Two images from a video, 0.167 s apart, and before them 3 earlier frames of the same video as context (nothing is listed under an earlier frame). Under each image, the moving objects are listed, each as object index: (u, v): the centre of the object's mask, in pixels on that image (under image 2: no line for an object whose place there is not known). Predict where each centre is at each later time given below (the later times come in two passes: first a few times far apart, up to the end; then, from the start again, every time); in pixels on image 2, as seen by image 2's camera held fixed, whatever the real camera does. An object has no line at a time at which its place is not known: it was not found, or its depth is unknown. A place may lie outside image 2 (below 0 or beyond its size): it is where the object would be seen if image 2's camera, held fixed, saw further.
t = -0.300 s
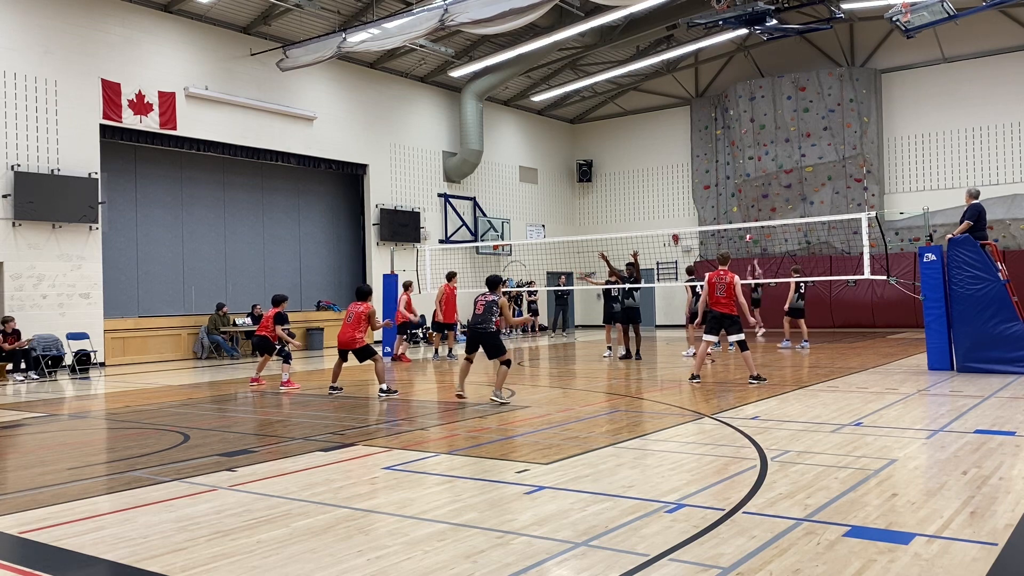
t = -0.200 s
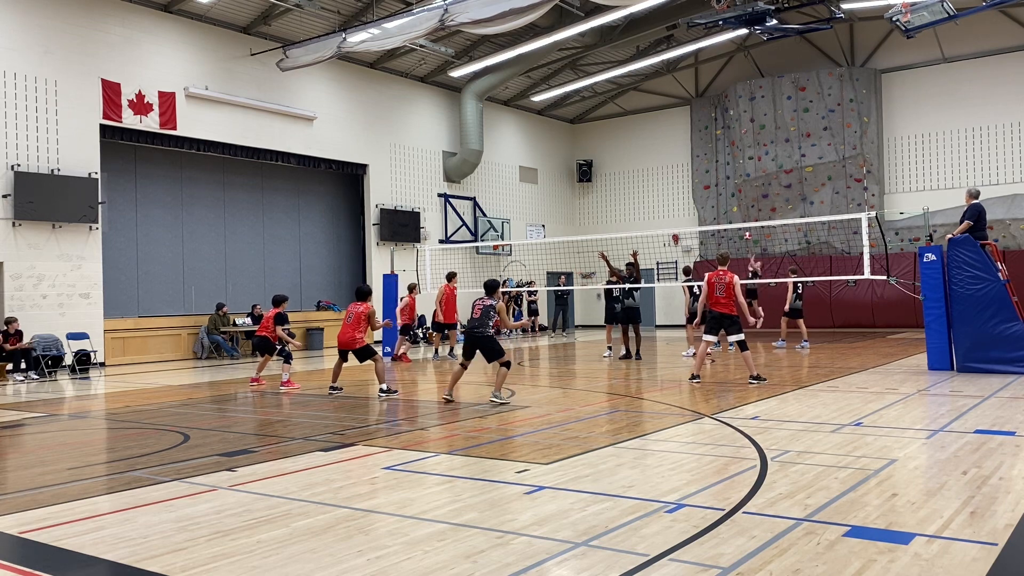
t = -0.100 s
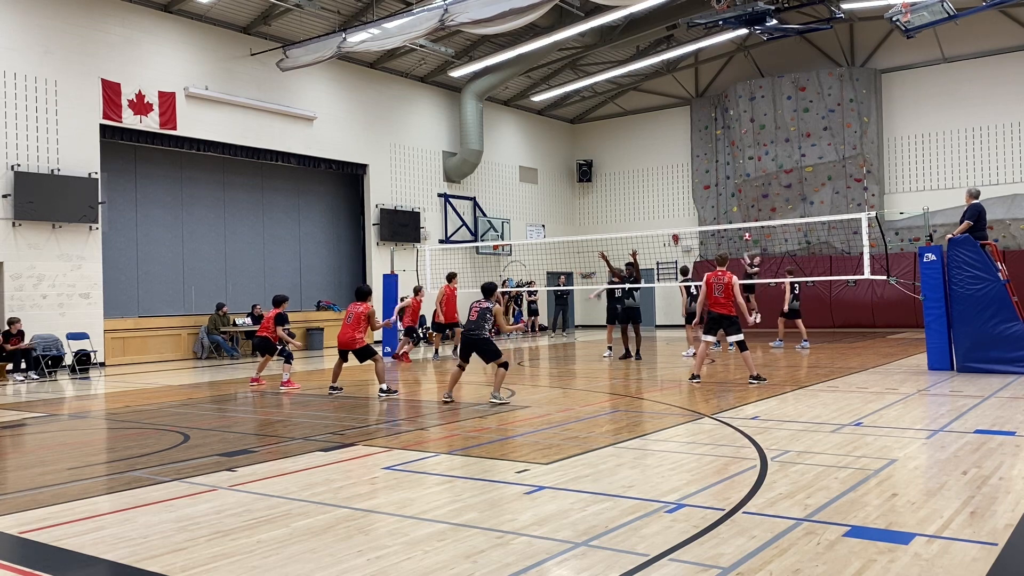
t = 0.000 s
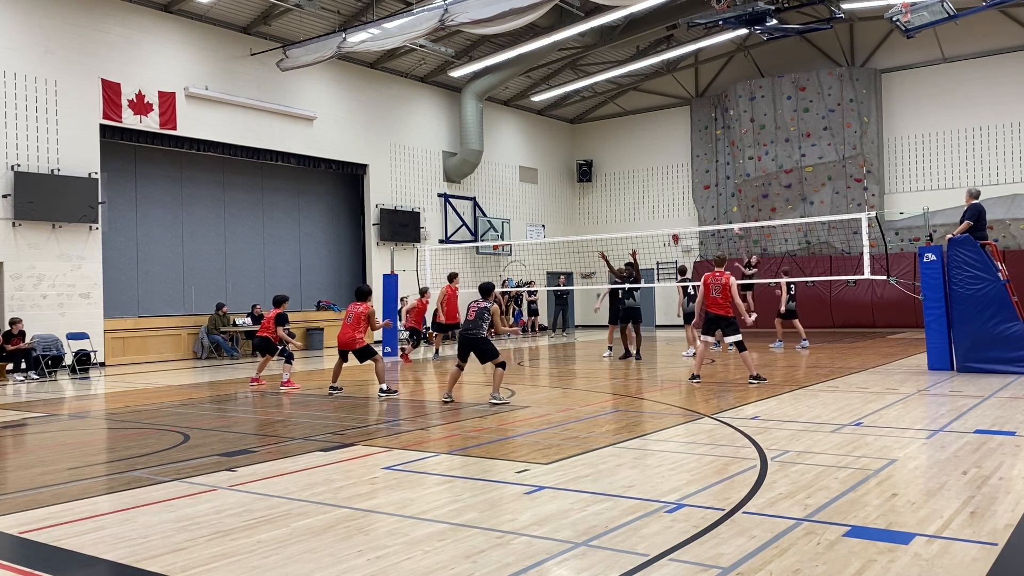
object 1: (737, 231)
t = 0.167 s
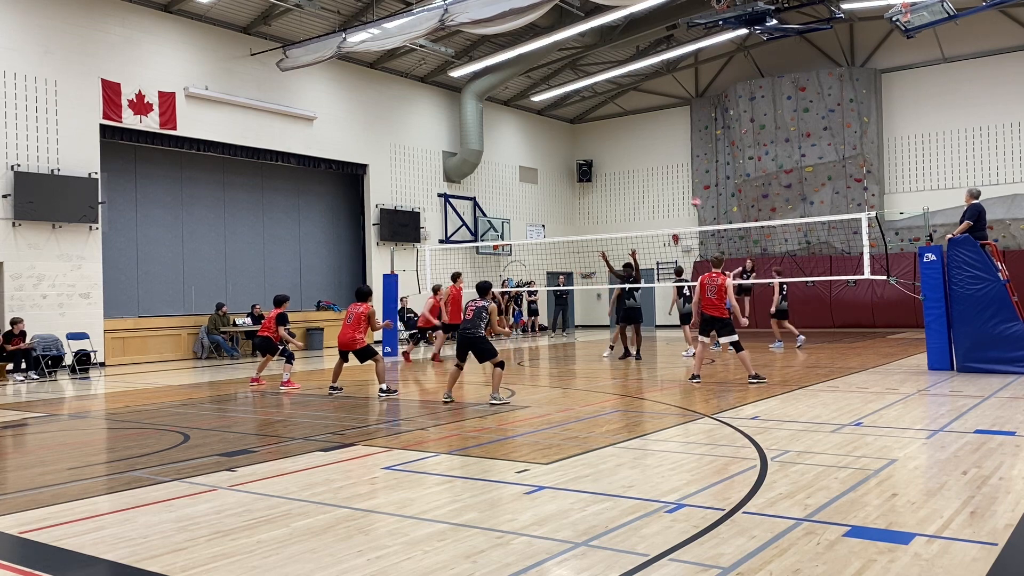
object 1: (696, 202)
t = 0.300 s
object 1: (658, 182)
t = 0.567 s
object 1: (564, 159)
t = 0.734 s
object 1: (485, 162)
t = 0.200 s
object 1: (686, 197)
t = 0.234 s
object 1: (678, 192)
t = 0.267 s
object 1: (668, 187)
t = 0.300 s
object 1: (658, 182)
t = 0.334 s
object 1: (648, 177)
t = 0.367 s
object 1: (637, 173)
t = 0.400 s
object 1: (626, 169)
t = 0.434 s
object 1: (614, 166)
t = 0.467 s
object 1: (602, 163)
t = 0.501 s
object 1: (591, 161)
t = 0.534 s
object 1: (577, 160)
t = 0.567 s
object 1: (564, 159)
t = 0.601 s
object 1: (549, 159)
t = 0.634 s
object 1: (535, 159)
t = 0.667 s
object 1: (519, 159)
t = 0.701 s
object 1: (503, 160)
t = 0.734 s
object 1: (485, 162)
